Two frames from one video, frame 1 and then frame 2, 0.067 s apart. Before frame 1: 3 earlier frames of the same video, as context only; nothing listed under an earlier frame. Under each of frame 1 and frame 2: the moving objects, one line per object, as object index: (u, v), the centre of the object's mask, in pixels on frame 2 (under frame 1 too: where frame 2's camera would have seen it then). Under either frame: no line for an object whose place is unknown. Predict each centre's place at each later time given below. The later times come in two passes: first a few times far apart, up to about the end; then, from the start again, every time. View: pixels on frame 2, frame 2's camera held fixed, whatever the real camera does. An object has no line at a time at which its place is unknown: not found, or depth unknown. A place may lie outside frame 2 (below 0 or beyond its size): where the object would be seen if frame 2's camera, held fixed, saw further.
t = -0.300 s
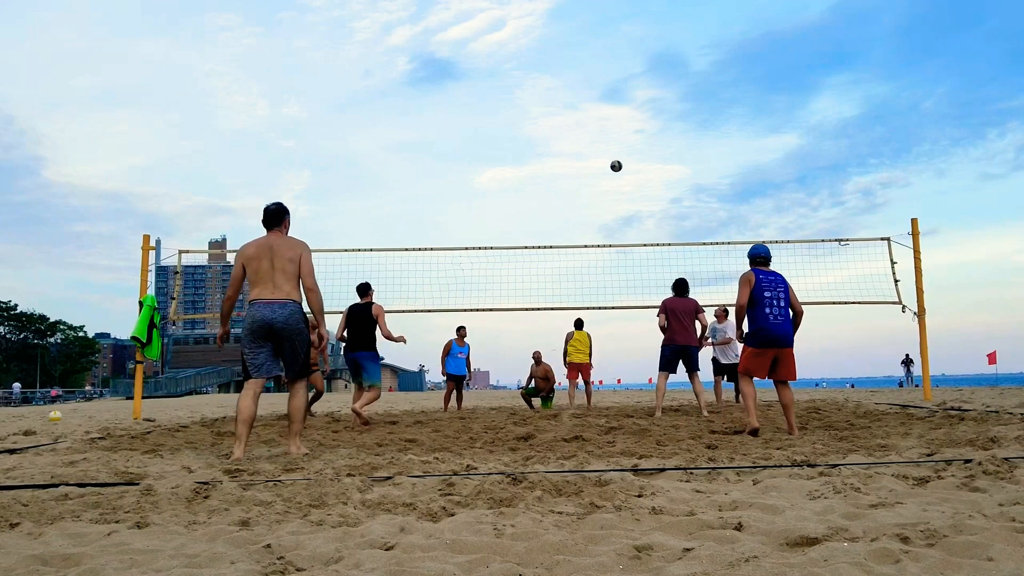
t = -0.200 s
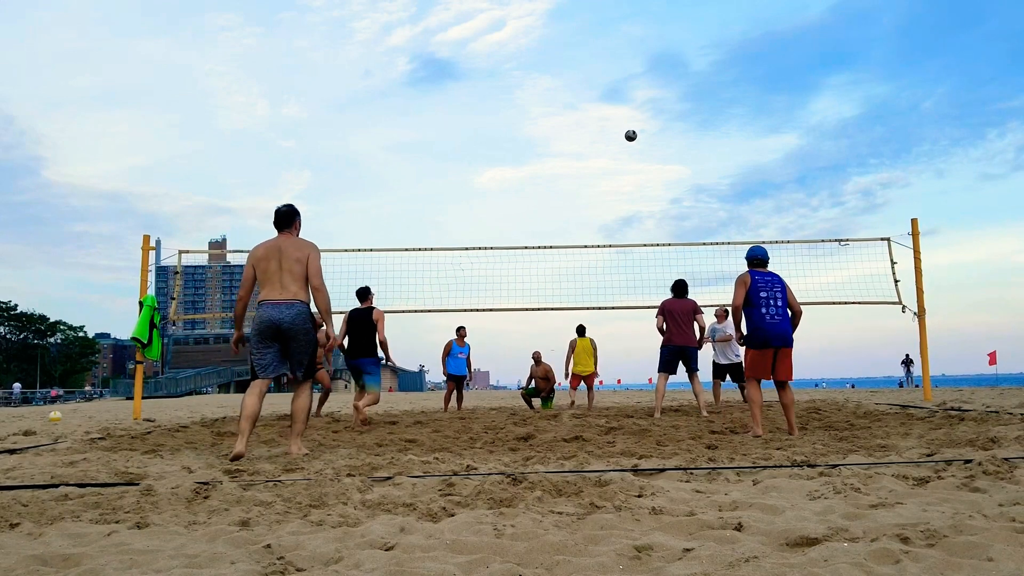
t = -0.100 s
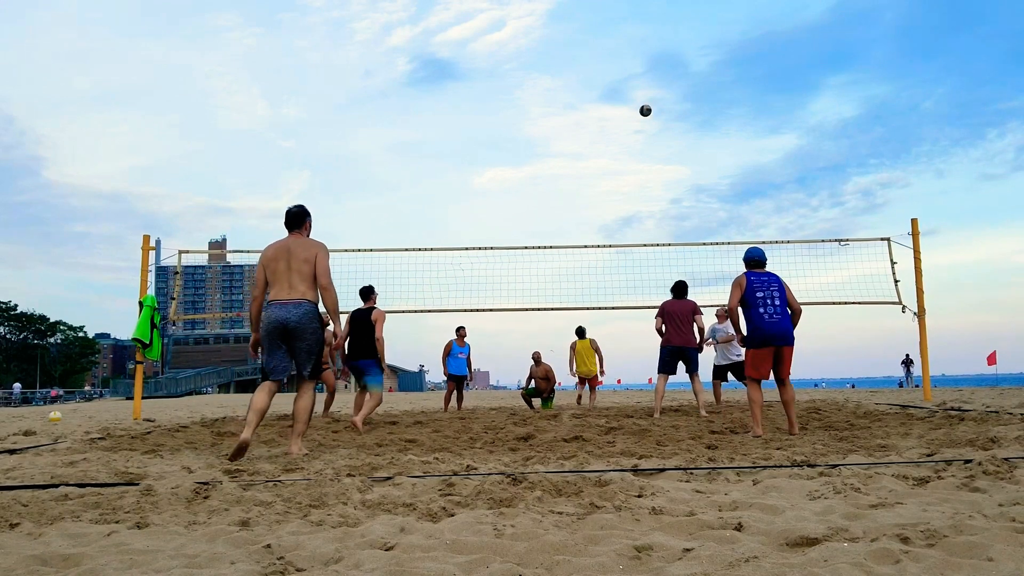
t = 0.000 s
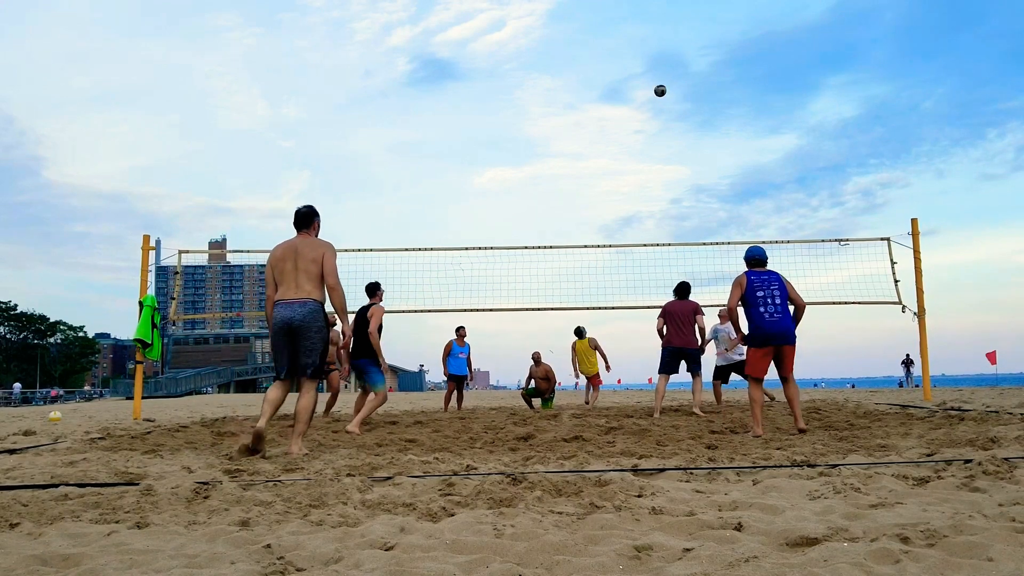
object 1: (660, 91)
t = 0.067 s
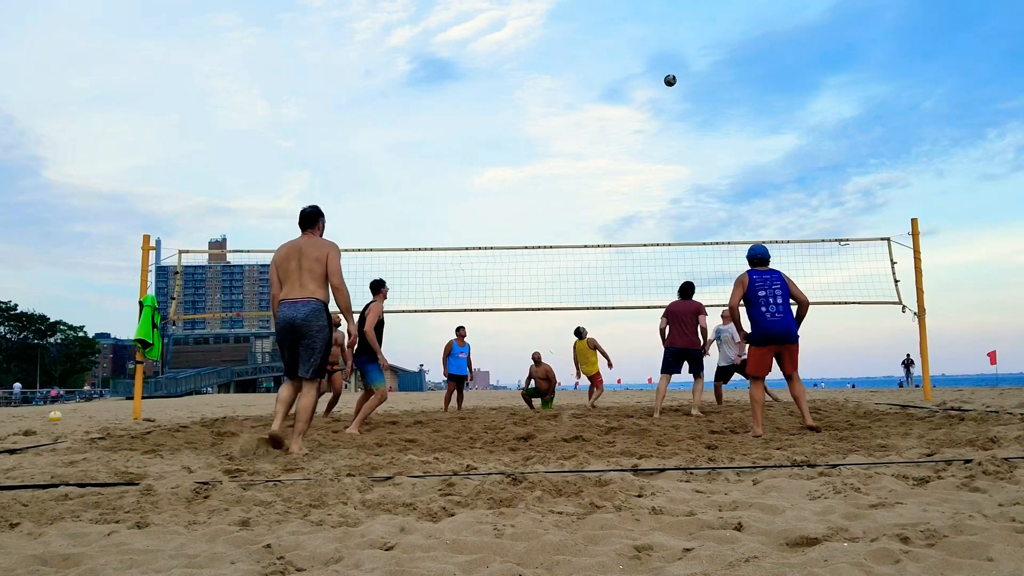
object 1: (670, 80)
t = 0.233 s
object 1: (695, 65)
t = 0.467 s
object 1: (731, 70)
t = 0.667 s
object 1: (762, 100)
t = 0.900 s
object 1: (799, 166)
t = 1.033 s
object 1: (821, 220)
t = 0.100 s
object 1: (675, 76)
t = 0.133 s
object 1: (680, 72)
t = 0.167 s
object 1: (685, 69)
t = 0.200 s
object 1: (690, 67)
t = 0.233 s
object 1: (695, 65)
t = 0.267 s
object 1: (700, 64)
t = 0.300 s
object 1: (705, 63)
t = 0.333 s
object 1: (710, 64)
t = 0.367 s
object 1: (715, 64)
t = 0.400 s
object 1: (720, 66)
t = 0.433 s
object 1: (726, 68)
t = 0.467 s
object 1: (731, 70)
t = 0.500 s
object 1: (736, 74)
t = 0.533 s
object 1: (741, 78)
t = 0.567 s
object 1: (746, 82)
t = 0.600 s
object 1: (751, 88)
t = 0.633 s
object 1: (757, 93)
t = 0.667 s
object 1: (762, 100)
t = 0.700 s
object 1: (767, 107)
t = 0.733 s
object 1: (772, 115)
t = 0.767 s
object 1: (778, 124)
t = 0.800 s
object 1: (783, 133)
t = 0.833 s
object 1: (788, 144)
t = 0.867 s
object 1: (794, 155)
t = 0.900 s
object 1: (799, 166)
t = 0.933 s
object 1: (804, 179)
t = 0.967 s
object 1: (810, 192)
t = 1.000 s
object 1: (815, 206)
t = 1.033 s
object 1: (821, 220)
